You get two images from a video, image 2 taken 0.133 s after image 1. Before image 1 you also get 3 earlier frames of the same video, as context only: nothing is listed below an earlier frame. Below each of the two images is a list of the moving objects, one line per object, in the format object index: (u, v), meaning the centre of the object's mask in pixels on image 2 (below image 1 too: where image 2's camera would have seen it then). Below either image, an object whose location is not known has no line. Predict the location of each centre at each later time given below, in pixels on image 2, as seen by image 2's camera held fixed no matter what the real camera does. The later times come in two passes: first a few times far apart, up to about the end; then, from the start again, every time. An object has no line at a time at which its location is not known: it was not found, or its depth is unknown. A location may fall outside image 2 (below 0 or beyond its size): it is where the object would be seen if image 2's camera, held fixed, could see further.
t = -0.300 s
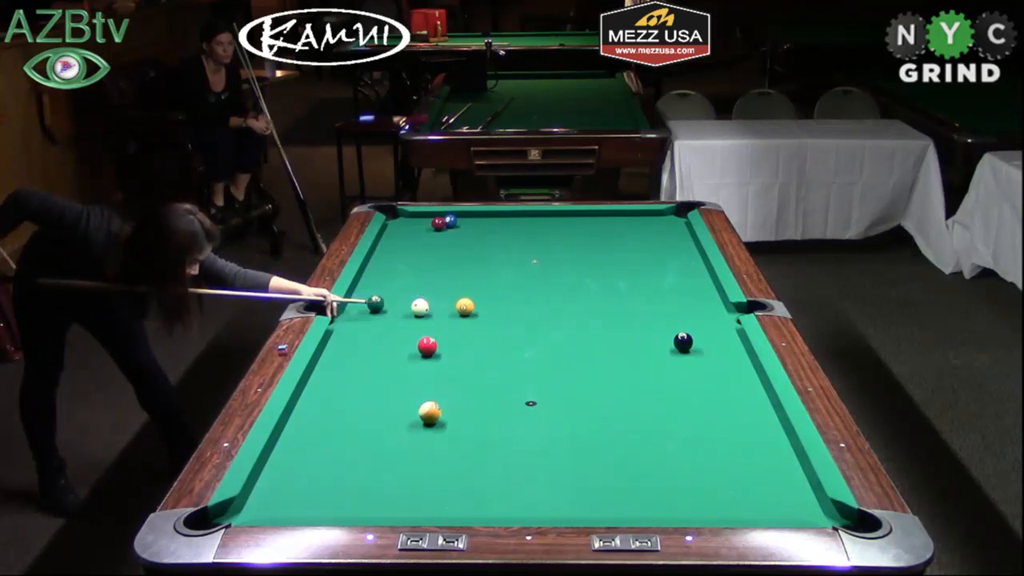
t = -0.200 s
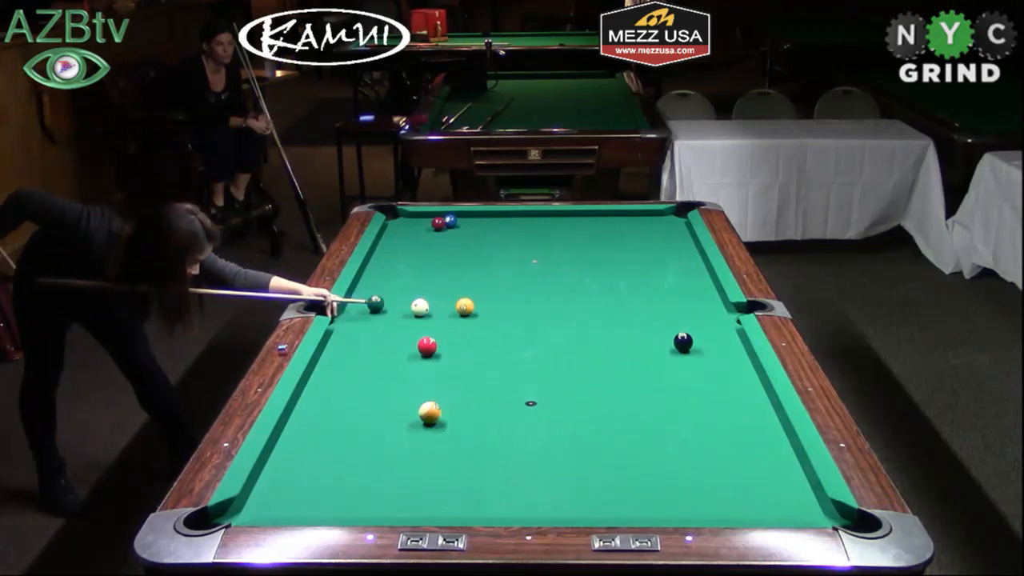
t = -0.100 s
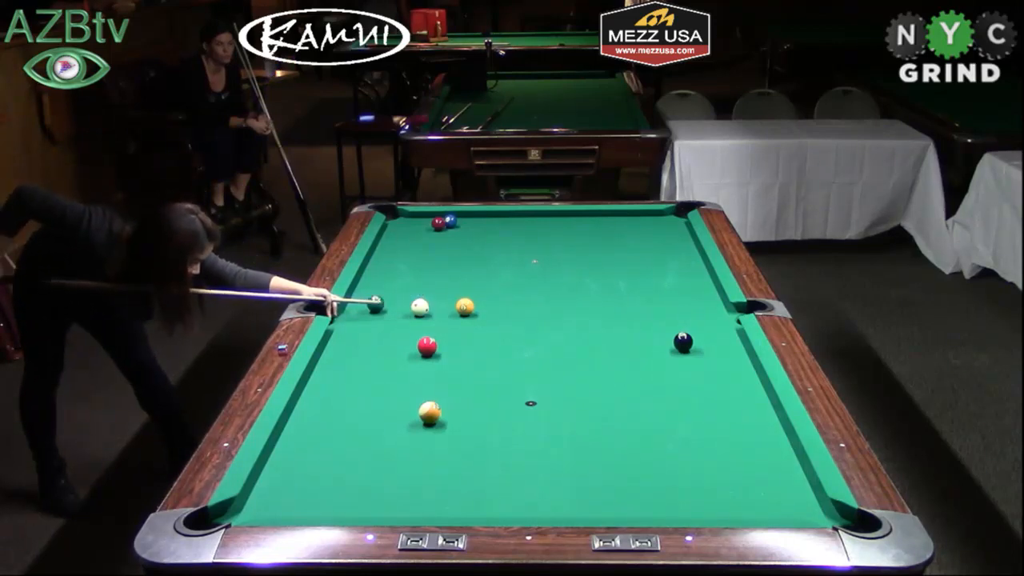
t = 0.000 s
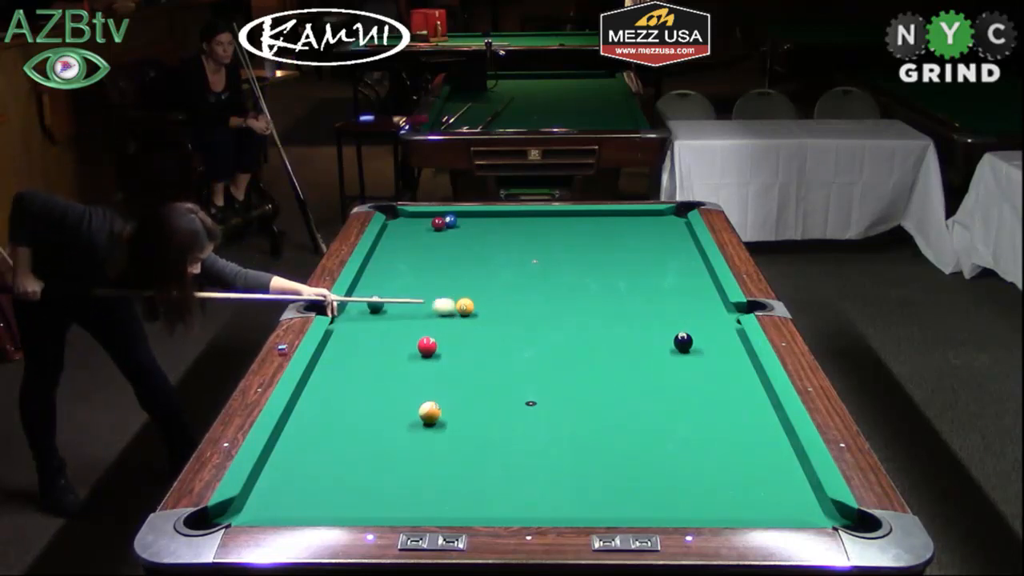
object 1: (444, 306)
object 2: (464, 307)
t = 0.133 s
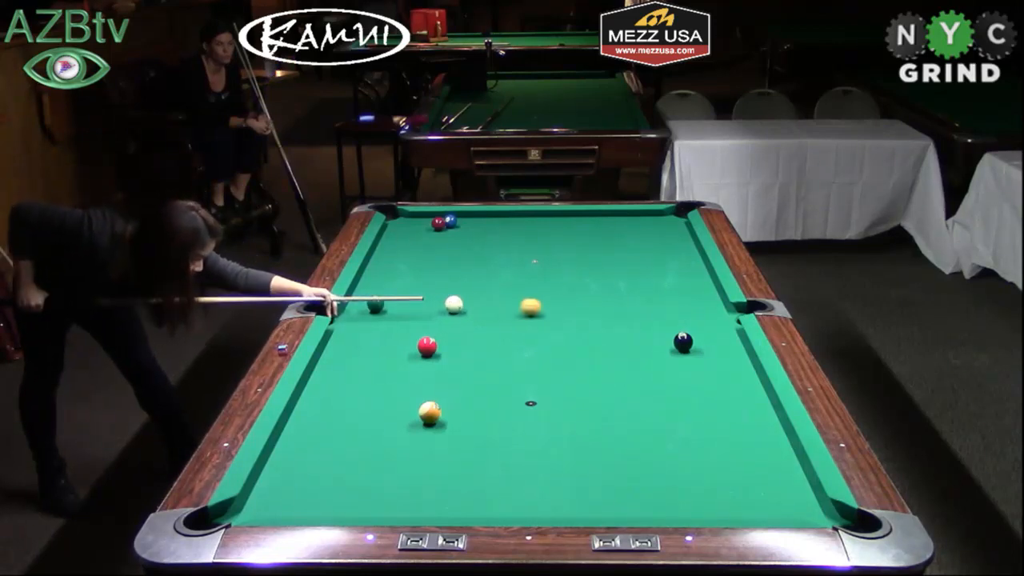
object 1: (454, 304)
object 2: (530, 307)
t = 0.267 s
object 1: (470, 301)
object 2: (589, 307)
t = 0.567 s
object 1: (512, 296)
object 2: (701, 309)
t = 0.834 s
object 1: (548, 292)
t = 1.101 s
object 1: (580, 289)
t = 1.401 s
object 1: (615, 285)
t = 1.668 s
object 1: (644, 282)
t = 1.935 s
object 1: (671, 279)
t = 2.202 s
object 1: (696, 276)
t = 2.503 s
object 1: (700, 274)
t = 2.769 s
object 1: (687, 272)
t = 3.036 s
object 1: (676, 271)
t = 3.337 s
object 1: (665, 270)
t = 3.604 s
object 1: (656, 269)
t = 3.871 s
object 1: (649, 268)
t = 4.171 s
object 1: (644, 268)
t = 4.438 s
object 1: (640, 267)
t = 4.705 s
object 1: (638, 267)
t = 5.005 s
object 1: (637, 267)
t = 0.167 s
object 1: (457, 303)
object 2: (546, 307)
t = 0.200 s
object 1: (461, 302)
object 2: (562, 307)
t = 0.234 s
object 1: (466, 302)
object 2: (575, 307)
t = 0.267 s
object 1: (470, 301)
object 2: (589, 307)
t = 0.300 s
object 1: (475, 301)
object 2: (602, 308)
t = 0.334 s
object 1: (480, 300)
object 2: (615, 308)
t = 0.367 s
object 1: (485, 299)
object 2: (627, 308)
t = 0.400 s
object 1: (489, 299)
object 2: (639, 308)
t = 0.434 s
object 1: (494, 298)
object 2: (651, 308)
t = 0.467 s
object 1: (499, 298)
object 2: (664, 308)
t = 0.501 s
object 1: (503, 298)
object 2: (676, 308)
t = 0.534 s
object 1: (508, 297)
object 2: (688, 309)
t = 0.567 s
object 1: (512, 296)
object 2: (701, 309)
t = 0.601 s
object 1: (517, 296)
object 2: (713, 309)
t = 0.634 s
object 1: (521, 295)
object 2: (726, 309)
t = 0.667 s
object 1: (526, 295)
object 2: (737, 309)
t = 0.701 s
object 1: (530, 294)
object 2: (748, 309)
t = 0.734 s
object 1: (535, 294)
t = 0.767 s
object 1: (539, 294)
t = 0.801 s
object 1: (543, 293)
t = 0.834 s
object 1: (548, 292)
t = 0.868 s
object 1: (552, 292)
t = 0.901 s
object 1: (556, 291)
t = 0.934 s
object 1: (560, 291)
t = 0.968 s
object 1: (564, 290)
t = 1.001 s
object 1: (569, 290)
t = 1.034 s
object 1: (572, 290)
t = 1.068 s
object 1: (576, 289)
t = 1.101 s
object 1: (580, 289)
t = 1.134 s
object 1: (584, 288)
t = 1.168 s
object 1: (588, 288)
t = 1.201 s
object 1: (592, 287)
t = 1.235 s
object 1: (596, 287)
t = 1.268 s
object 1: (600, 287)
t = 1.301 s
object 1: (603, 286)
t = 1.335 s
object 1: (607, 286)
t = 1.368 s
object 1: (611, 285)
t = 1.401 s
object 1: (615, 285)
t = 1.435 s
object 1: (618, 284)
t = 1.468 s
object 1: (622, 284)
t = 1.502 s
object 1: (626, 284)
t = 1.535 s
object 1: (629, 283)
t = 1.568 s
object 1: (633, 283)
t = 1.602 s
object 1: (636, 282)
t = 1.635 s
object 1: (640, 282)
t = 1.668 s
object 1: (644, 282)
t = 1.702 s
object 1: (647, 281)
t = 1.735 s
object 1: (651, 281)
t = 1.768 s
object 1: (654, 280)
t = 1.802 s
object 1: (657, 280)
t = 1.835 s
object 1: (661, 280)
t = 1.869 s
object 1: (664, 280)
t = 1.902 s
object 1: (667, 279)
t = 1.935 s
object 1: (671, 279)
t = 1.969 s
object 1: (674, 278)
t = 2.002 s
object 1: (677, 278)
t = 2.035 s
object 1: (680, 278)
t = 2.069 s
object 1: (683, 277)
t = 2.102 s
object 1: (687, 277)
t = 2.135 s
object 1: (690, 277)
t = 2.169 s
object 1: (693, 276)
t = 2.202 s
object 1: (696, 276)
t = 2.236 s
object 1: (699, 276)
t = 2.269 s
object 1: (702, 275)
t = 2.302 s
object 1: (705, 275)
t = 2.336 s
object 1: (708, 275)
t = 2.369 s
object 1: (707, 275)
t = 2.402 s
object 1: (705, 274)
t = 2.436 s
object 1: (703, 274)
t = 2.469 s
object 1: (701, 274)
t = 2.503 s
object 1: (700, 274)
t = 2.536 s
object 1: (698, 274)
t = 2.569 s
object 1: (696, 273)
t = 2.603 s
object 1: (695, 273)
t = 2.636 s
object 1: (693, 273)
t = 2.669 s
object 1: (692, 273)
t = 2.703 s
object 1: (690, 273)
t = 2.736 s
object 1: (689, 272)
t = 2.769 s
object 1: (687, 272)
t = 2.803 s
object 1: (686, 272)
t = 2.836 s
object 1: (684, 272)
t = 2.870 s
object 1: (683, 272)
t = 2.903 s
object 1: (681, 272)
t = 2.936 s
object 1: (680, 272)
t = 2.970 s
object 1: (678, 271)
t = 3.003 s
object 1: (677, 271)
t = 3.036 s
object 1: (676, 271)
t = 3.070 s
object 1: (674, 271)
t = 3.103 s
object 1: (673, 271)
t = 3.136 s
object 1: (672, 271)
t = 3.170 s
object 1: (670, 271)
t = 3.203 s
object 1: (669, 270)
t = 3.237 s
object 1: (668, 270)
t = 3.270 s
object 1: (667, 270)
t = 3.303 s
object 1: (666, 270)
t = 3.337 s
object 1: (665, 270)
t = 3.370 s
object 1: (663, 270)
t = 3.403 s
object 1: (662, 270)
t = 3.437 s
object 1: (661, 270)
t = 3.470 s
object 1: (660, 270)
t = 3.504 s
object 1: (659, 269)
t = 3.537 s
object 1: (658, 269)
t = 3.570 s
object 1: (657, 269)
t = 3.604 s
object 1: (656, 269)
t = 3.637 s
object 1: (655, 269)
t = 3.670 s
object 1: (654, 269)
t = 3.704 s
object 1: (653, 269)
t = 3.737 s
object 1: (653, 269)
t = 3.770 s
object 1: (652, 269)
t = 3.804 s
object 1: (651, 269)
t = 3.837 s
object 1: (650, 268)
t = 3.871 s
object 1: (649, 268)
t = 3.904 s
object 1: (649, 268)
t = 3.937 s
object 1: (648, 268)
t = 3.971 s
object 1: (647, 268)
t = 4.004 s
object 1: (647, 268)
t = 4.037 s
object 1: (646, 268)
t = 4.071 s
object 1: (645, 268)
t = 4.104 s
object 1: (645, 268)
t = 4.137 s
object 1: (644, 268)
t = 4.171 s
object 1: (644, 268)
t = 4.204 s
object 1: (643, 268)
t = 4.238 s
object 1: (643, 268)
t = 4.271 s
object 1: (642, 267)
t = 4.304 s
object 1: (642, 267)
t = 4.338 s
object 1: (641, 267)
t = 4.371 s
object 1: (641, 267)
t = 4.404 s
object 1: (641, 267)
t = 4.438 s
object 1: (640, 267)
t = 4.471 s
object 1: (640, 267)
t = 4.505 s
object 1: (640, 267)
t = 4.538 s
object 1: (639, 267)
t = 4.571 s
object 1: (639, 267)
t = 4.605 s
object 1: (639, 267)
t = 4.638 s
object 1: (638, 267)
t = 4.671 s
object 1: (638, 267)
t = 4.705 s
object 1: (638, 267)
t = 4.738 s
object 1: (638, 267)
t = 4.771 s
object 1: (638, 267)
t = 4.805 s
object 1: (638, 267)
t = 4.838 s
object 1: (637, 267)
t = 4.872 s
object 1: (637, 267)
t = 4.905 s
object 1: (637, 267)
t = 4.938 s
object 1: (637, 267)
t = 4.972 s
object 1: (637, 267)
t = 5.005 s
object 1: (637, 267)
